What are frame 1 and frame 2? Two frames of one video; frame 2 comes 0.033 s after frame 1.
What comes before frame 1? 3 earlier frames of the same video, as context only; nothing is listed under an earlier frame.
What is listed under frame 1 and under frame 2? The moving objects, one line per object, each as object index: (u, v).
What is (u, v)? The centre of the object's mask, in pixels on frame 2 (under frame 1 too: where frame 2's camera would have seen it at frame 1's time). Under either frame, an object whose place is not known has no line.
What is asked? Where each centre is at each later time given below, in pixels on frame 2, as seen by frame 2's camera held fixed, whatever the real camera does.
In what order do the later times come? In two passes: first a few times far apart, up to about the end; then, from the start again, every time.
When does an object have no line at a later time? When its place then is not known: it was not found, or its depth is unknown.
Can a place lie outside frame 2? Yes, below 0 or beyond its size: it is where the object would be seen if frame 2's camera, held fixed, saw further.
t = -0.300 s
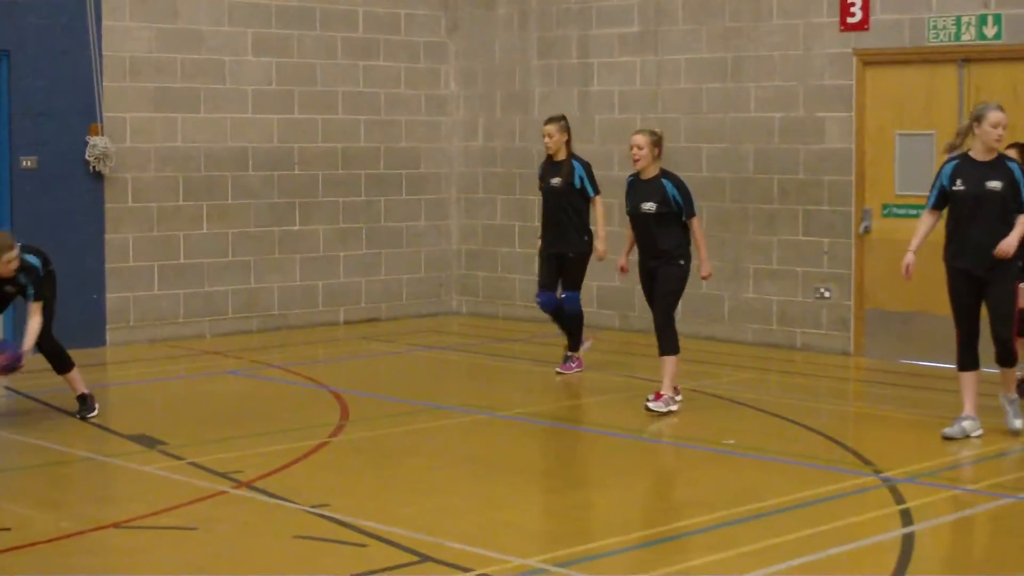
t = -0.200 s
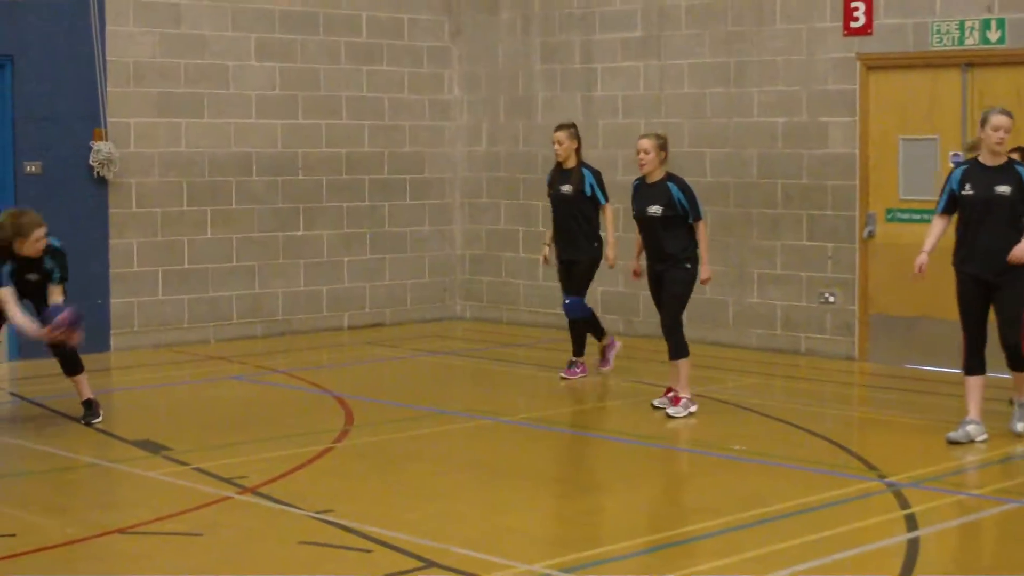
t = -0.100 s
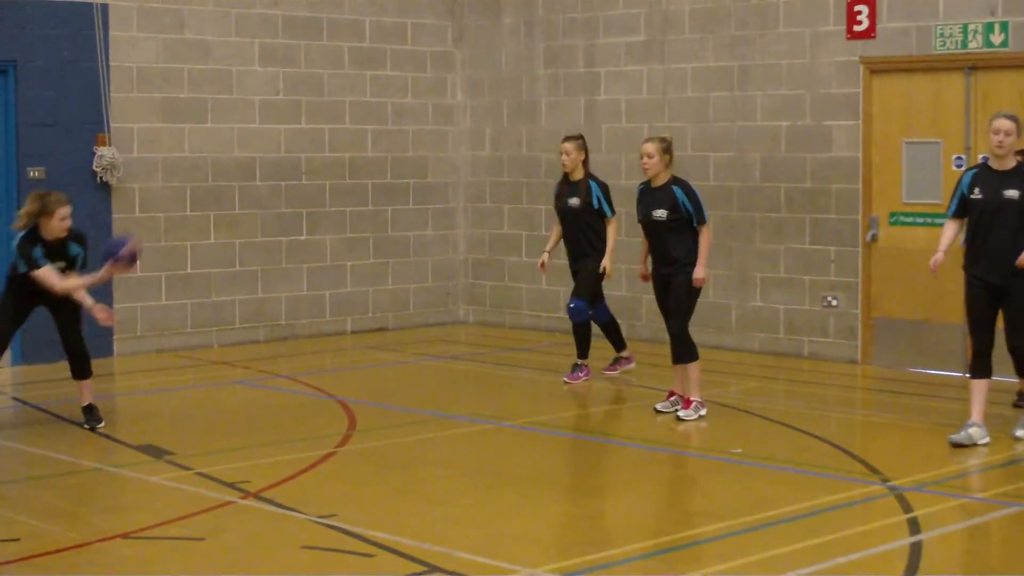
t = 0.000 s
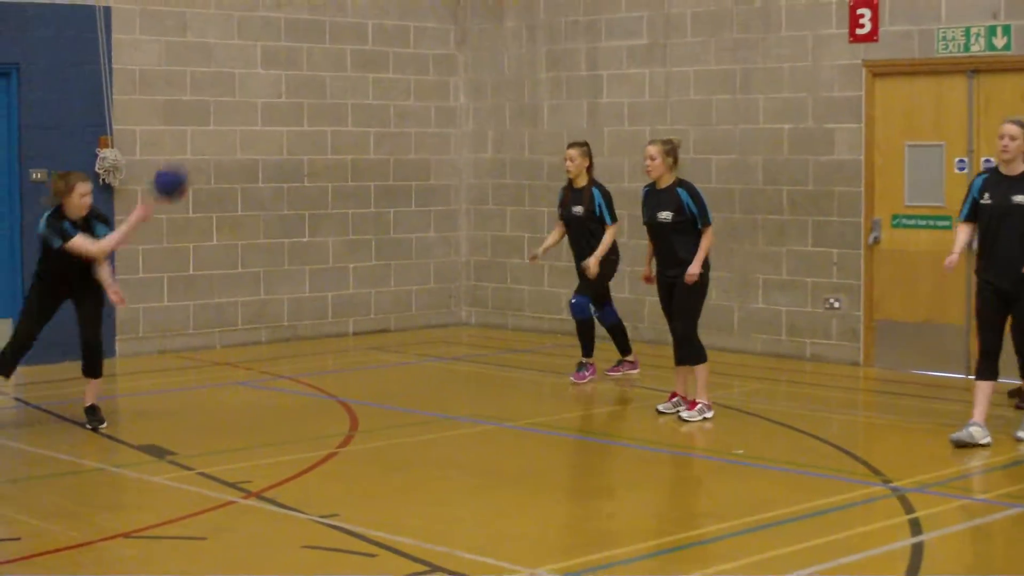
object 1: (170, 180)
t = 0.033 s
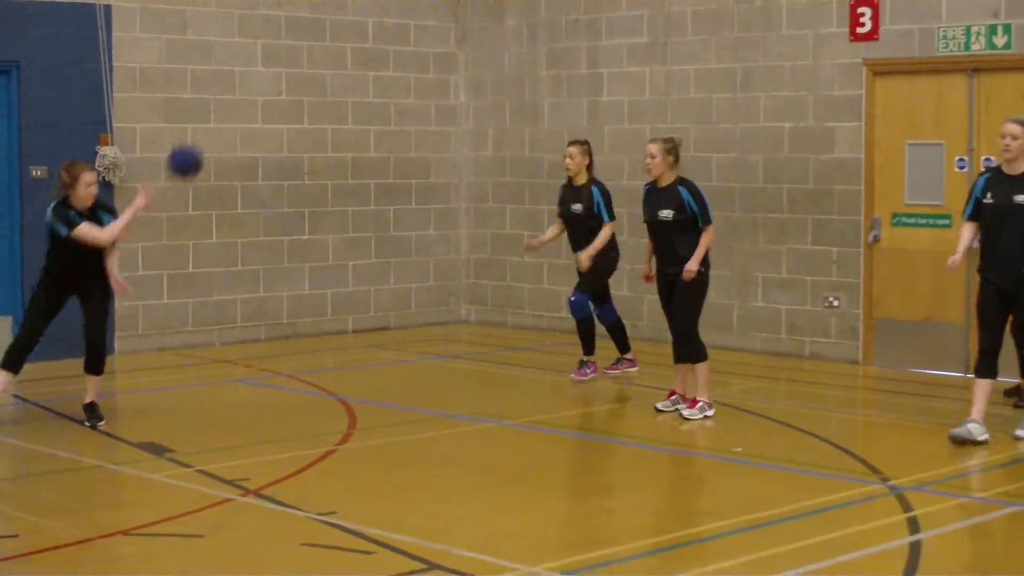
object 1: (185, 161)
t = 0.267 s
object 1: (287, 83)
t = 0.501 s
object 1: (375, 102)
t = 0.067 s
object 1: (200, 143)
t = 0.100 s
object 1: (215, 128)
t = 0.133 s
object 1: (230, 114)
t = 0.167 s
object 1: (244, 104)
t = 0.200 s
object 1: (258, 95)
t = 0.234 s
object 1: (273, 87)
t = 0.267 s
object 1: (287, 83)
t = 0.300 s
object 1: (300, 80)
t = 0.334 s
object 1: (313, 79)
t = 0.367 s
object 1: (327, 80)
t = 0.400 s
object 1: (340, 83)
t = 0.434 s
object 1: (352, 88)
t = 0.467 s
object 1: (362, 94)
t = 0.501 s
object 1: (375, 102)
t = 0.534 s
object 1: (387, 111)
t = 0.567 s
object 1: (398, 122)
